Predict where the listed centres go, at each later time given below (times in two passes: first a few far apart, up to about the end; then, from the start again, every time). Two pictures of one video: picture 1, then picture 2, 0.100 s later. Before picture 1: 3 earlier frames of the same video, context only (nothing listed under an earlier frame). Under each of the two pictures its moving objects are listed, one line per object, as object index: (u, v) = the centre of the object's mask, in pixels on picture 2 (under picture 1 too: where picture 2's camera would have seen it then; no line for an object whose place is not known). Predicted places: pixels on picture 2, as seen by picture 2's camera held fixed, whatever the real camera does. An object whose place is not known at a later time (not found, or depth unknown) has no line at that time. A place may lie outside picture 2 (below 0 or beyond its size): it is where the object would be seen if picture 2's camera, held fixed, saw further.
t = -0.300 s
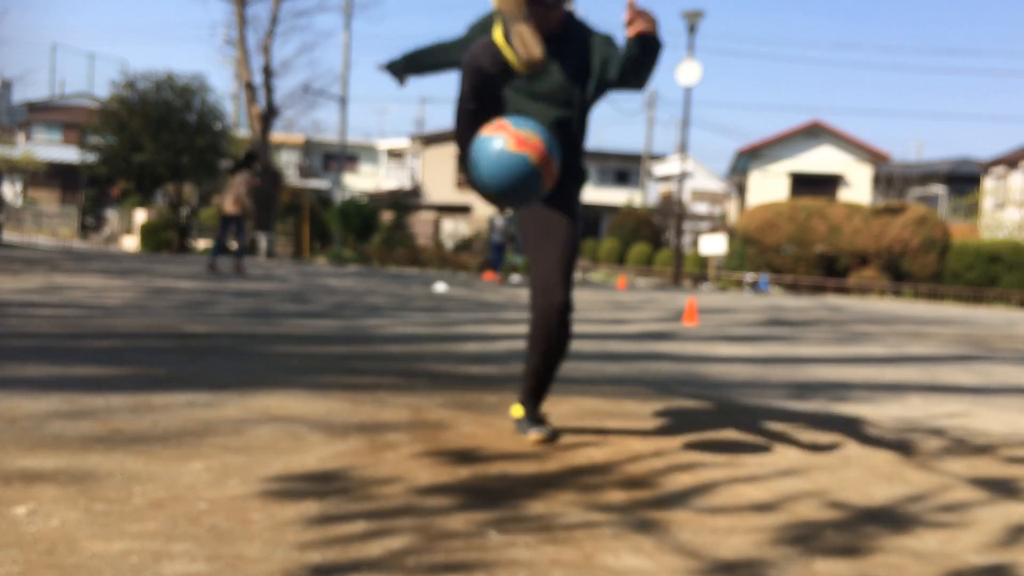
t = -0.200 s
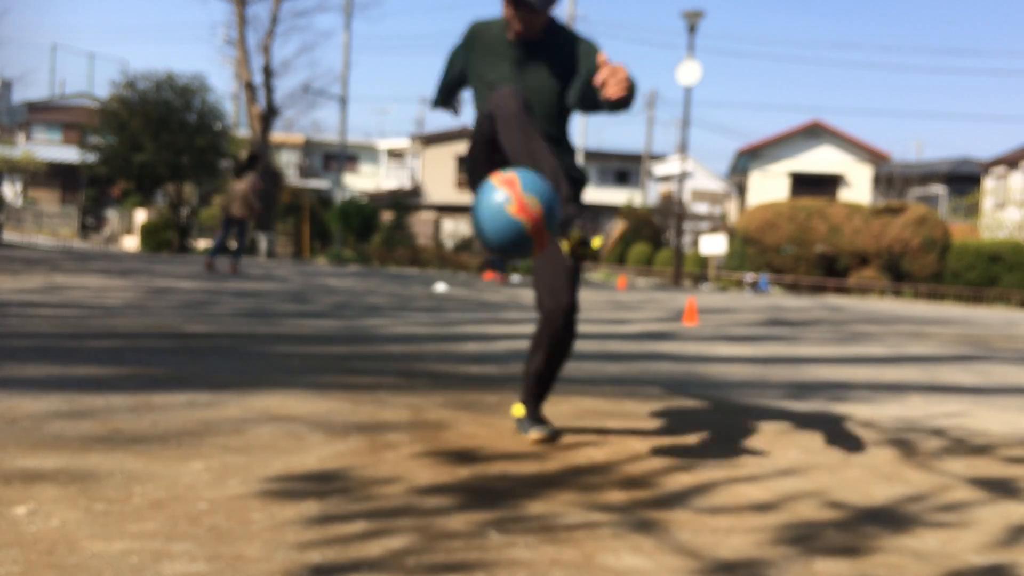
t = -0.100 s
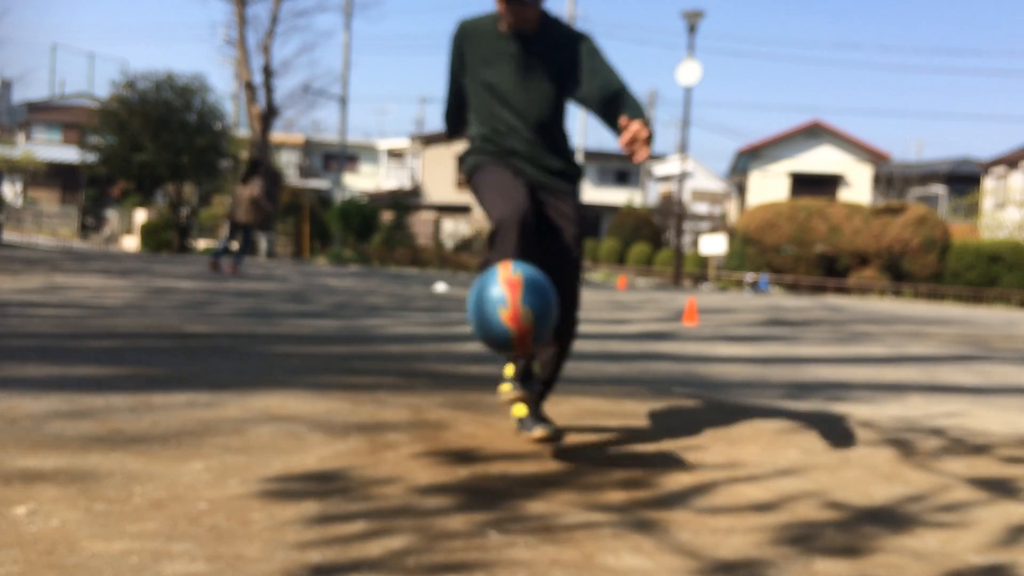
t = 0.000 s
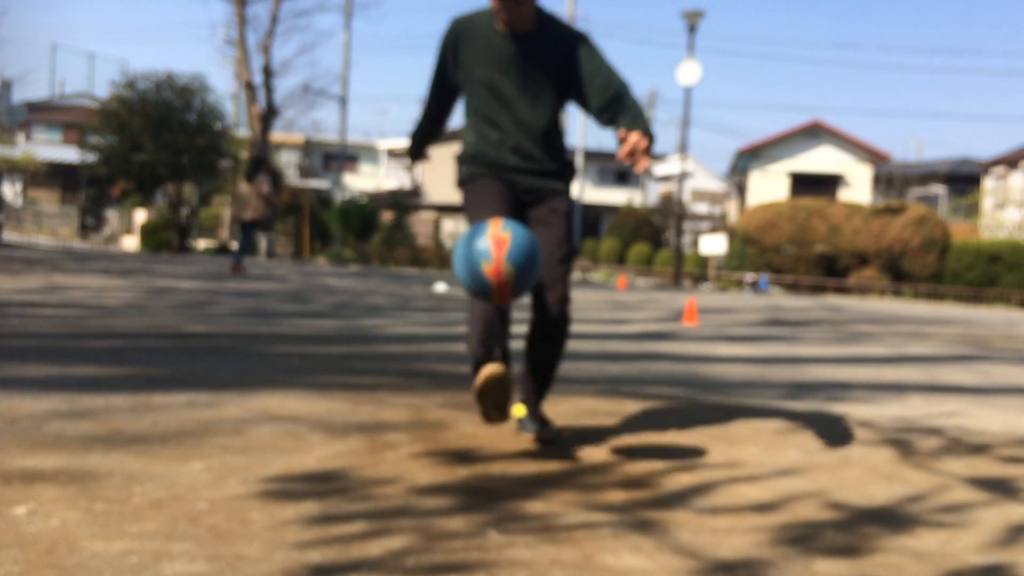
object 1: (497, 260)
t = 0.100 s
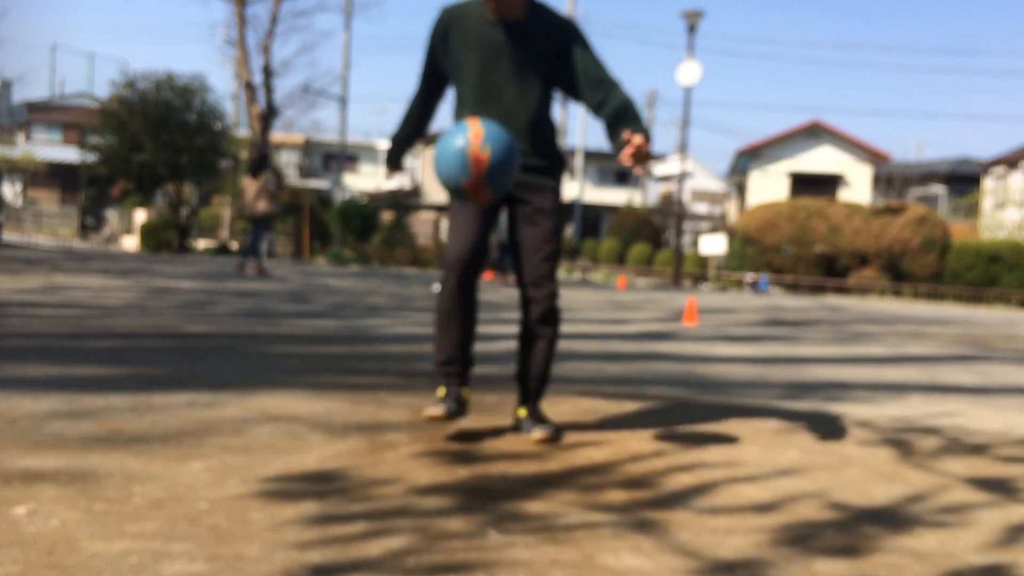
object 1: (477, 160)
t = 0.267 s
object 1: (438, 79)
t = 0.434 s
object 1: (397, 100)
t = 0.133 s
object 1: (468, 135)
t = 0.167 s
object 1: (459, 115)
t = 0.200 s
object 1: (453, 99)
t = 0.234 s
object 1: (445, 87)
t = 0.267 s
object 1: (438, 79)
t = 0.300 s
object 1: (430, 76)
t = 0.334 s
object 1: (422, 76)
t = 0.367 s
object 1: (414, 80)
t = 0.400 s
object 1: (405, 89)
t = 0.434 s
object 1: (397, 100)
